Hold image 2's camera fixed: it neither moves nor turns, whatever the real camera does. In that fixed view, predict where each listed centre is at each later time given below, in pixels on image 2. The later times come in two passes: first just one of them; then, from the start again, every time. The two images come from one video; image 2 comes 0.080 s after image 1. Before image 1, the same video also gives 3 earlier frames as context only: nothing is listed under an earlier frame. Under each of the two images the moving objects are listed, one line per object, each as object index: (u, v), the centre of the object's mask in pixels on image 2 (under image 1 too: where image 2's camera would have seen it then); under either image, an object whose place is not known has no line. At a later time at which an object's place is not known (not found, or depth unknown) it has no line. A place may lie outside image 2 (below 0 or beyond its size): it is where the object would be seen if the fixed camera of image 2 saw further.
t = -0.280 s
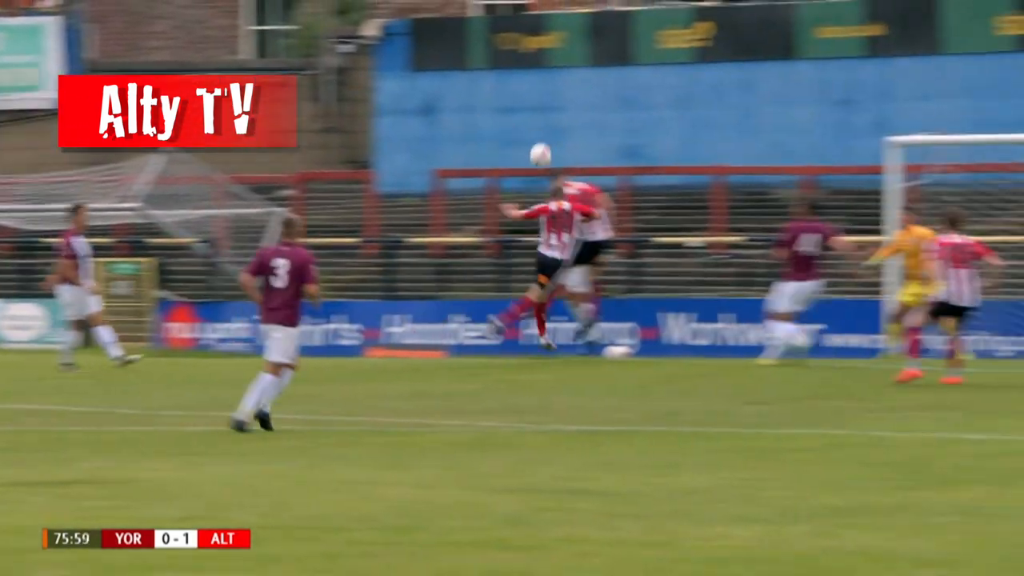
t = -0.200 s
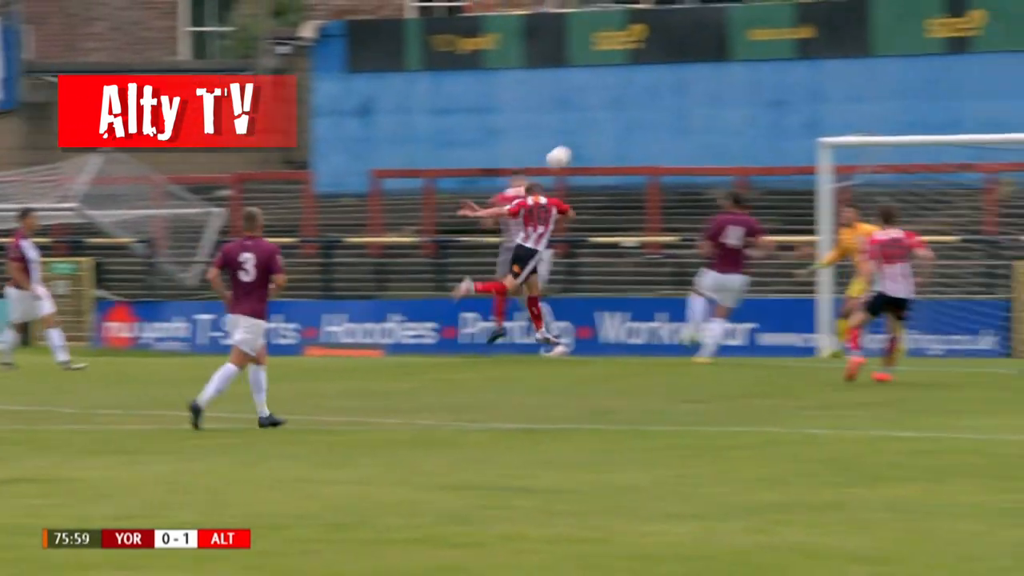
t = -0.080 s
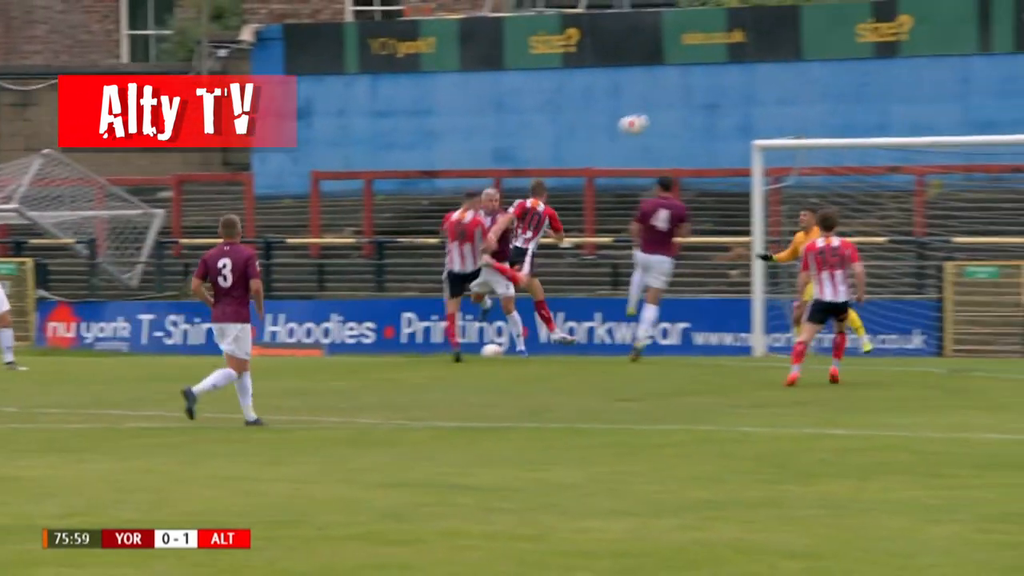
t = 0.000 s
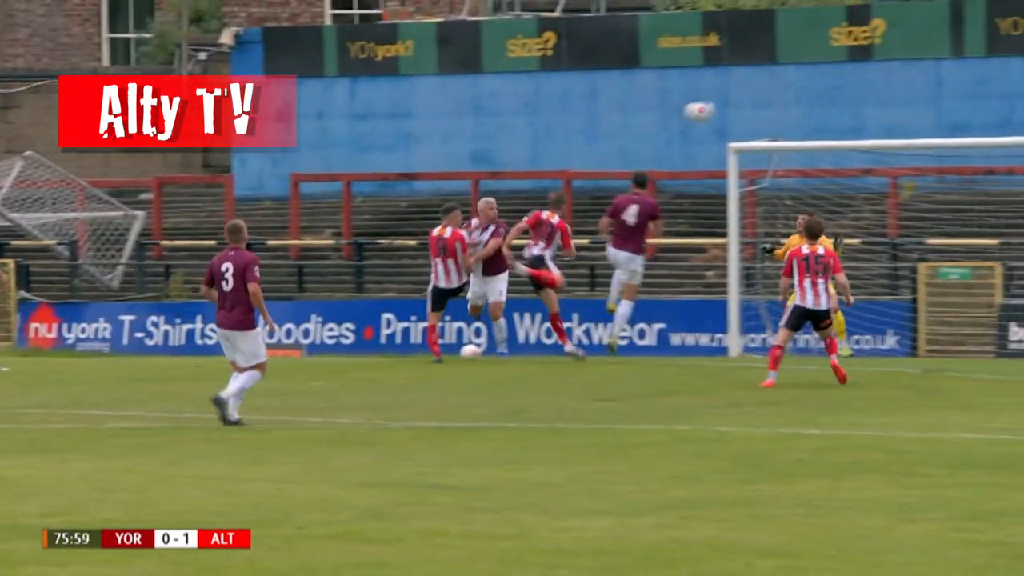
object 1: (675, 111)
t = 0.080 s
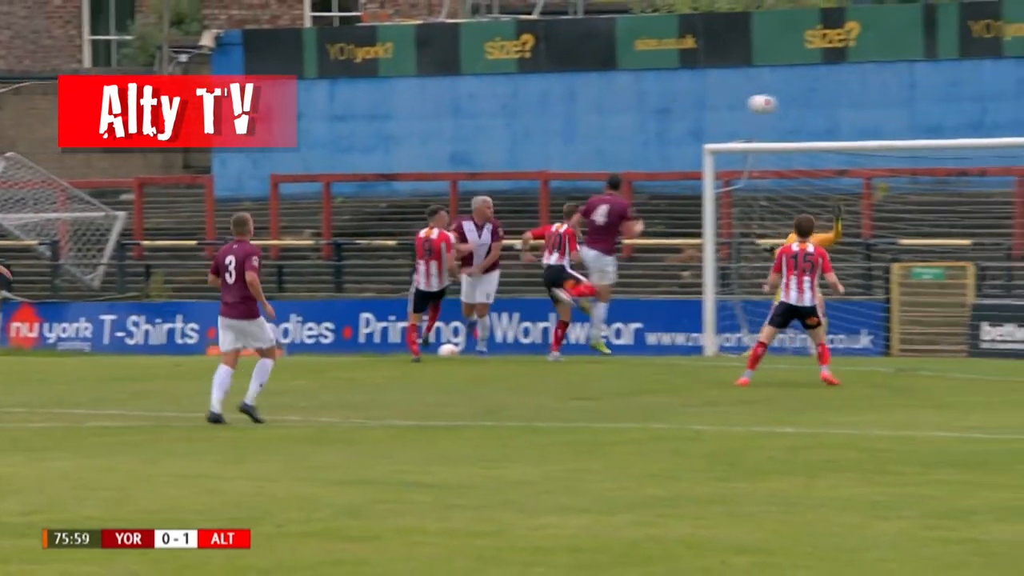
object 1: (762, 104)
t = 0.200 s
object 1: (890, 102)
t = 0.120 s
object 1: (806, 101)
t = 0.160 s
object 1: (847, 101)
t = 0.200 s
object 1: (890, 102)
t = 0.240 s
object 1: (932, 103)
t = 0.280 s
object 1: (975, 107)
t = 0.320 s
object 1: (1017, 111)
